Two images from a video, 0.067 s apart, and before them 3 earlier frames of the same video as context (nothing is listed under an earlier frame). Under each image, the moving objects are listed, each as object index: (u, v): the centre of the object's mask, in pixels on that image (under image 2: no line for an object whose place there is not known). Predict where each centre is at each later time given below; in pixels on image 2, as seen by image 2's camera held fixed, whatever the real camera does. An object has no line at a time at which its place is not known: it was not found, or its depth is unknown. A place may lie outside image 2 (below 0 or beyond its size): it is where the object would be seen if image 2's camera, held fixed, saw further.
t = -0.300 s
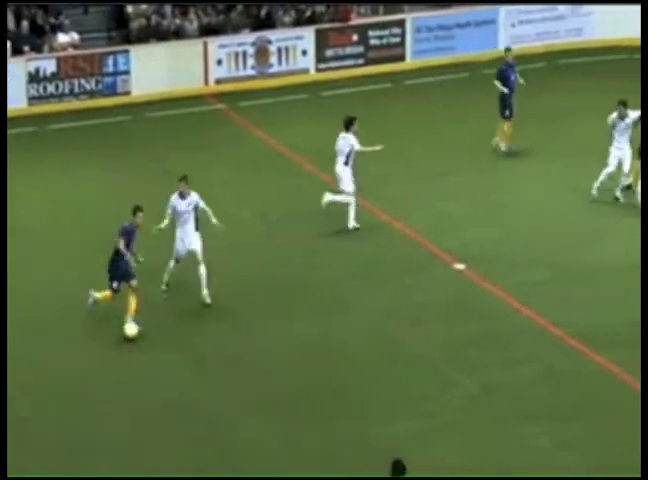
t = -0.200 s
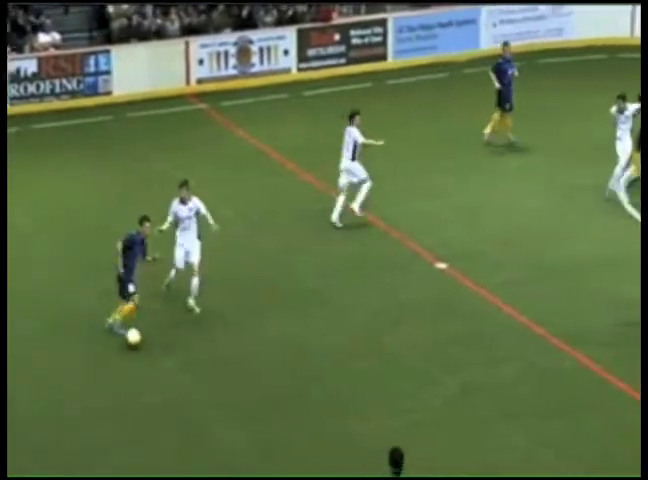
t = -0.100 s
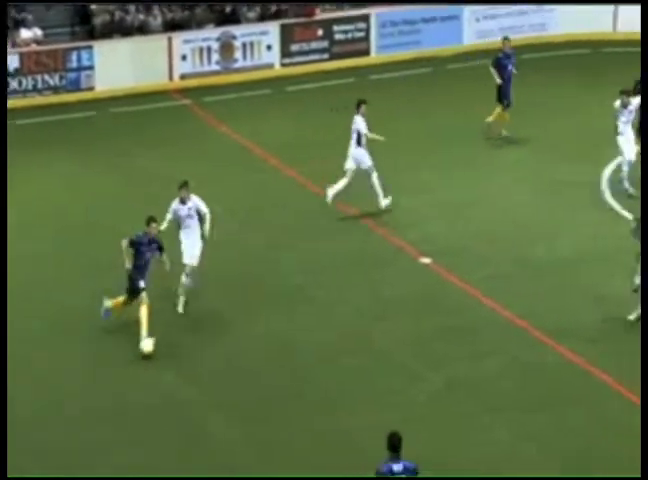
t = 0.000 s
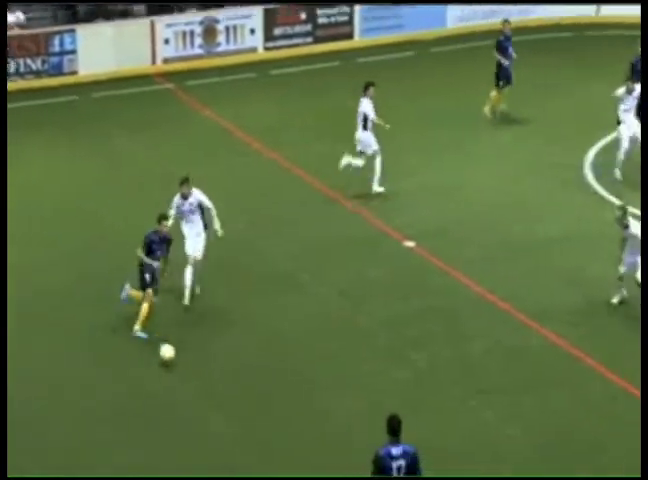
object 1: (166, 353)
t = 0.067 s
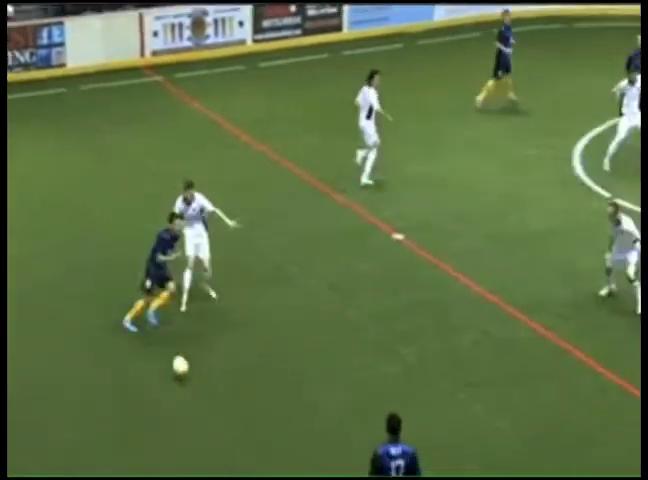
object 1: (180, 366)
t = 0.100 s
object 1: (190, 375)
